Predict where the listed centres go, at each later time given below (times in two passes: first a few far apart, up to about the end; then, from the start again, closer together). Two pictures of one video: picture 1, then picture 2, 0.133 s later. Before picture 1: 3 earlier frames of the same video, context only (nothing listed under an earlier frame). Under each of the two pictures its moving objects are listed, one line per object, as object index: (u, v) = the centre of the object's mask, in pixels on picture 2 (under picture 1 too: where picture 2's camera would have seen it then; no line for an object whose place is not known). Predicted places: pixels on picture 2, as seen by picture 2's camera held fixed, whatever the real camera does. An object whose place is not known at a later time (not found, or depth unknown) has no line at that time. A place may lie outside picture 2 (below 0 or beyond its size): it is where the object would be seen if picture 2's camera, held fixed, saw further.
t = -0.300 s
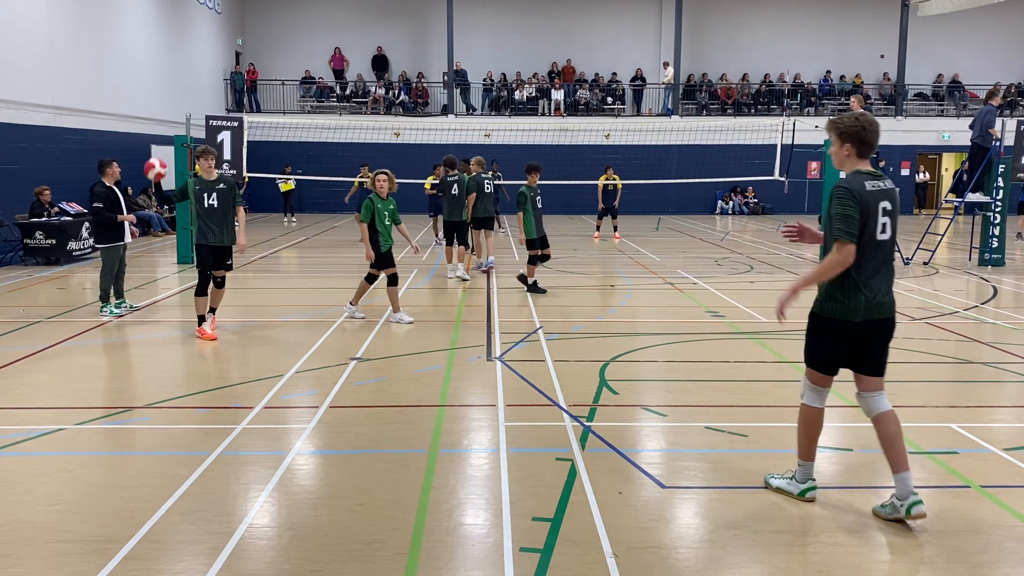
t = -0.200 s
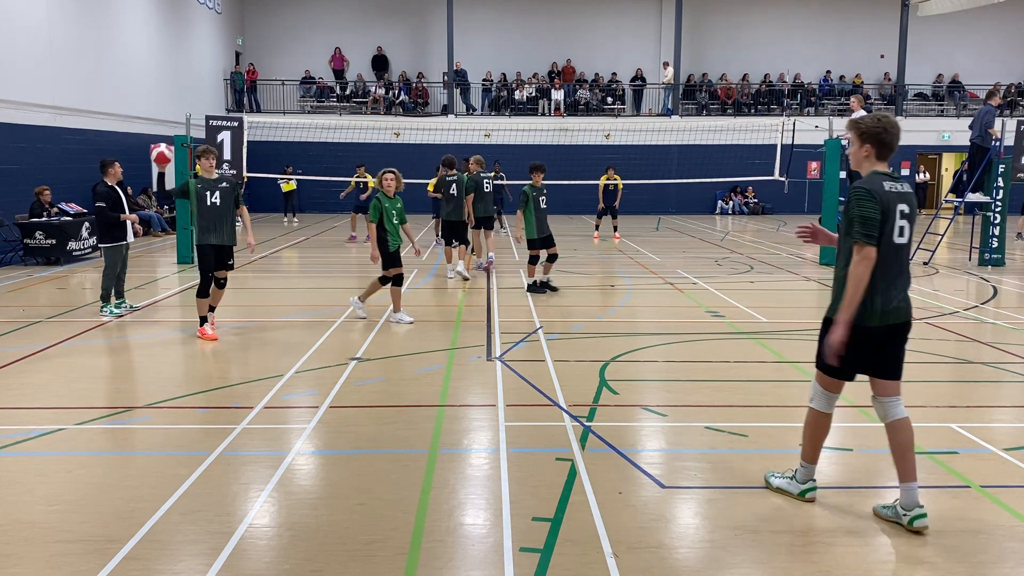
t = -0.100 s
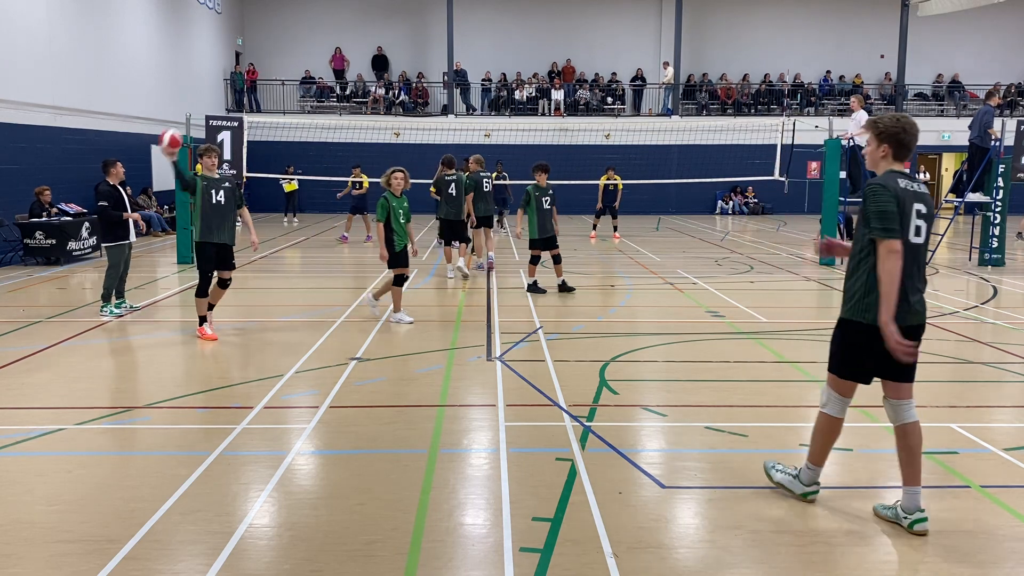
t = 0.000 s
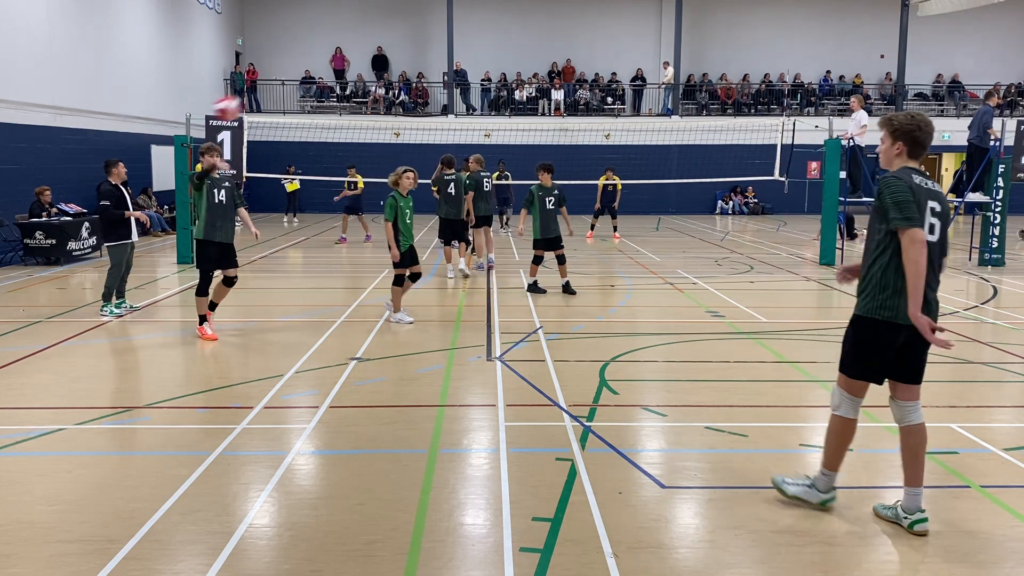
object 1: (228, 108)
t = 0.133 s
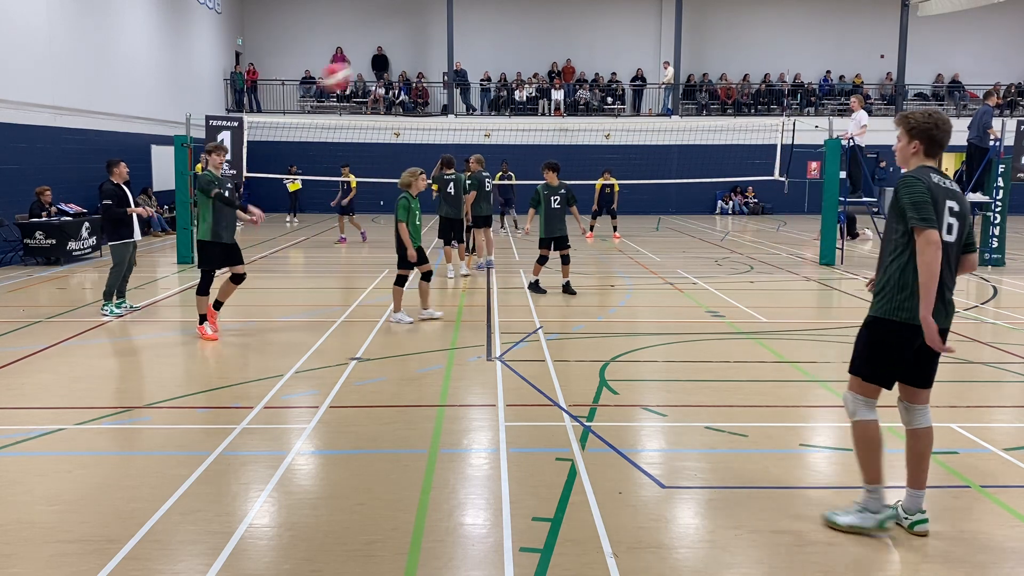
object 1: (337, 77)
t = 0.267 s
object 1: (472, 59)
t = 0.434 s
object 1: (693, 72)
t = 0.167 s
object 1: (367, 71)
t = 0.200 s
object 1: (398, 65)
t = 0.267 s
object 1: (472, 59)
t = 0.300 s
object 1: (509, 59)
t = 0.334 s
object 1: (551, 60)
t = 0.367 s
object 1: (597, 59)
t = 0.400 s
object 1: (643, 62)
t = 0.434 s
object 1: (693, 72)
